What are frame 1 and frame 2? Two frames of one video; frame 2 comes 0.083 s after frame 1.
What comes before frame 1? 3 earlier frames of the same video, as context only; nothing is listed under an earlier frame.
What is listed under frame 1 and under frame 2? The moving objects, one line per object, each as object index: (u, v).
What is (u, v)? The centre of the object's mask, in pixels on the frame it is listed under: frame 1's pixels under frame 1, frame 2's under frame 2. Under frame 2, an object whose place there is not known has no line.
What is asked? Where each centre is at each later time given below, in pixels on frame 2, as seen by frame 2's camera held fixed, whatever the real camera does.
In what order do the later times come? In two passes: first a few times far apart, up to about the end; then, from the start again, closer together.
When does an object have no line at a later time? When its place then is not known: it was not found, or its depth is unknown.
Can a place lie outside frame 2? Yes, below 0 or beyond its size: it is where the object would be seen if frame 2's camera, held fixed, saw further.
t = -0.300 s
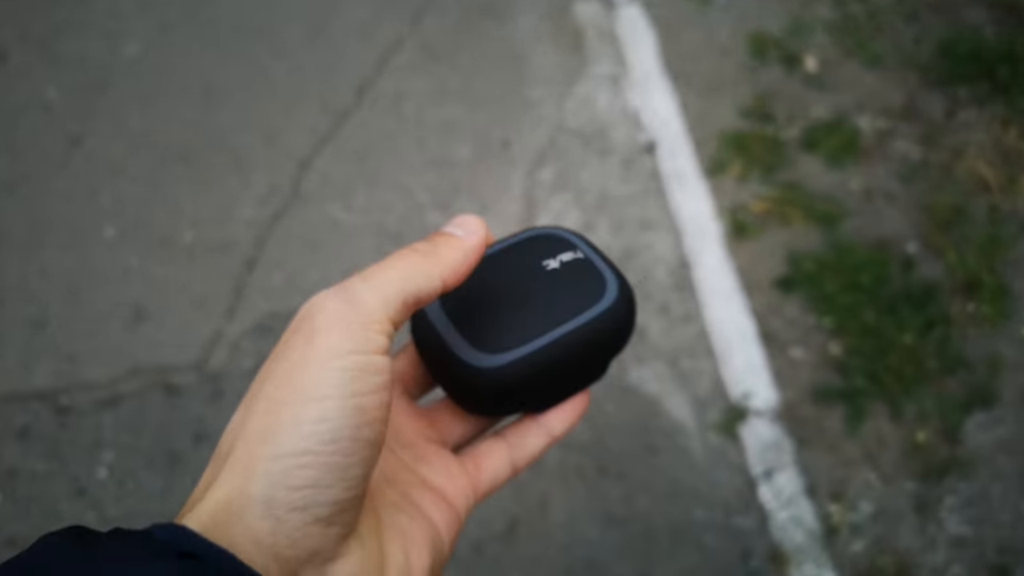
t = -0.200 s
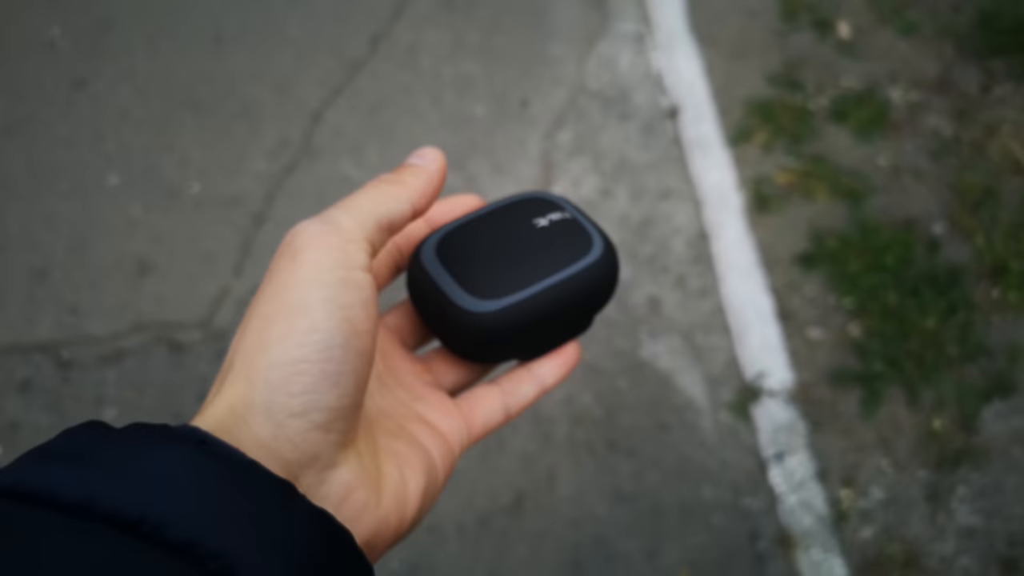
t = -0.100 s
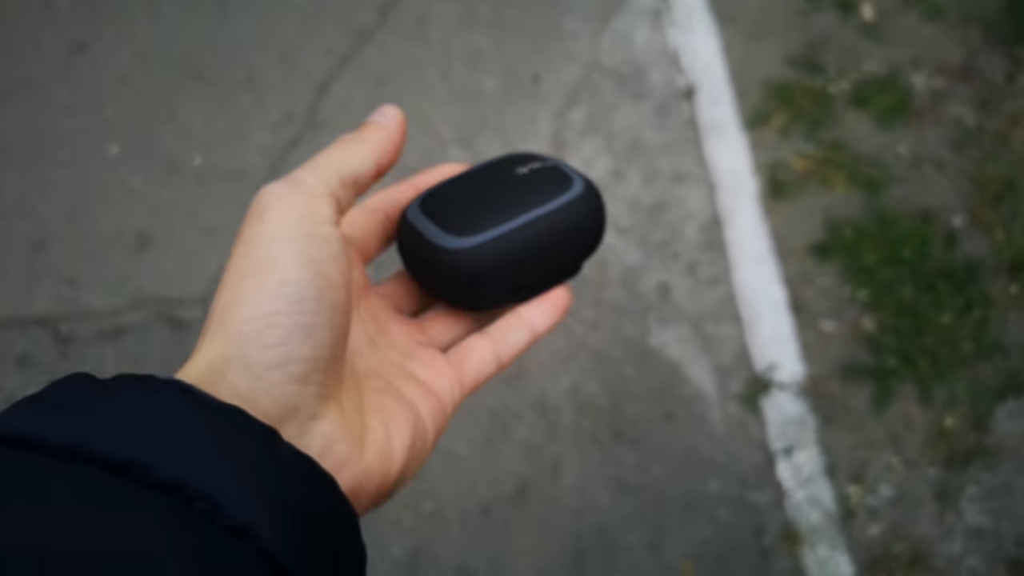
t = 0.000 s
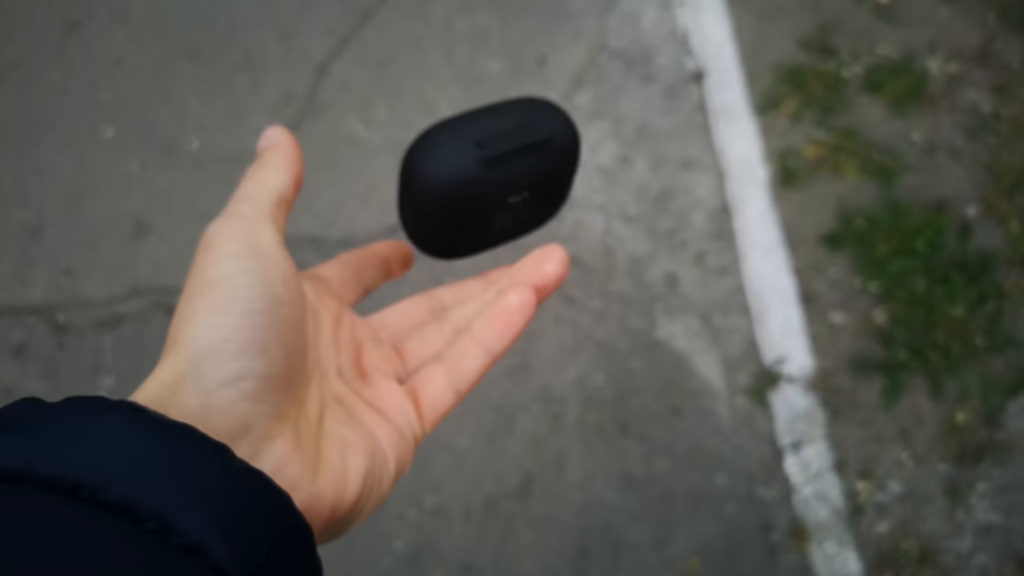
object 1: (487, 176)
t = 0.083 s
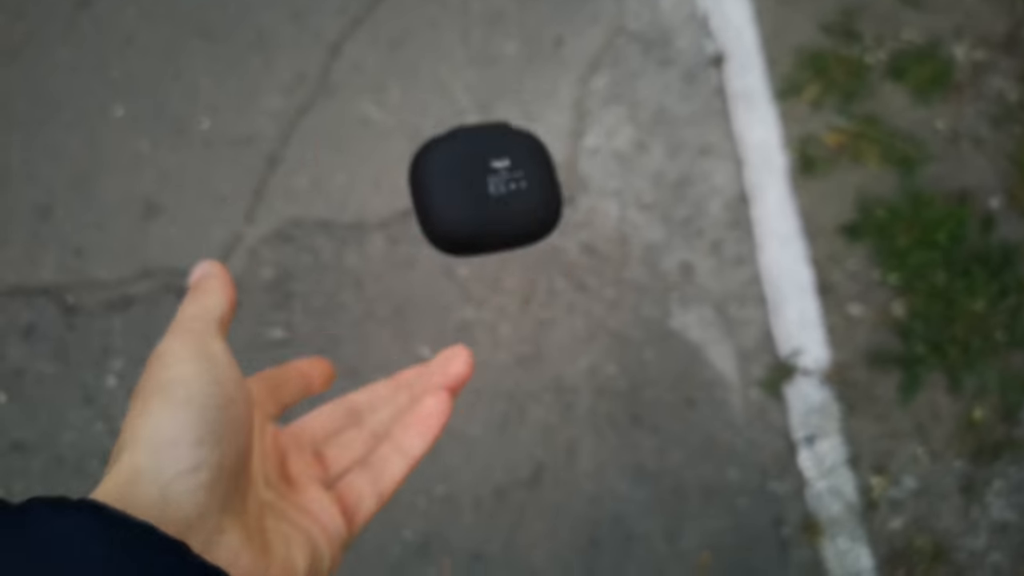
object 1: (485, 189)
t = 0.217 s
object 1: (467, 273)
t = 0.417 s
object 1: (469, 368)
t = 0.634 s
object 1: (524, 384)
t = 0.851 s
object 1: (587, 462)
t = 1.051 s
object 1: (645, 496)
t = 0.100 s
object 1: (482, 200)
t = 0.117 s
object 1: (479, 211)
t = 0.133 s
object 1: (476, 223)
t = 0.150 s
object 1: (473, 234)
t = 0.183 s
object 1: (471, 252)
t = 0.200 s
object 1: (469, 262)
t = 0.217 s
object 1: (467, 273)
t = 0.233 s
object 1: (465, 284)
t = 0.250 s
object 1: (464, 294)
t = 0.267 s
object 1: (462, 305)
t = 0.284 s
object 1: (461, 315)
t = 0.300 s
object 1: (460, 325)
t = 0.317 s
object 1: (460, 334)
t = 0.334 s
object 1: (459, 343)
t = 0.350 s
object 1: (459, 352)
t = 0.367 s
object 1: (459, 360)
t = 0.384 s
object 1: (461, 362)
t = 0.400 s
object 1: (466, 364)
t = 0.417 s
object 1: (469, 368)
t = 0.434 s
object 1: (473, 360)
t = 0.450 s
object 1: (478, 358)
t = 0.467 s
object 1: (481, 354)
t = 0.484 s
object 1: (484, 347)
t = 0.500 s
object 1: (490, 351)
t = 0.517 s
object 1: (496, 358)
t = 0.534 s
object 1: (502, 362)
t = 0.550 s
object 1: (504, 370)
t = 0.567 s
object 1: (507, 378)
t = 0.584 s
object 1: (512, 378)
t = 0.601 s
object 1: (520, 380)
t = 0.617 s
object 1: (523, 383)
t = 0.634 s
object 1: (524, 384)
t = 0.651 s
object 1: (527, 388)
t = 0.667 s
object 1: (534, 399)
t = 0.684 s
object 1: (539, 406)
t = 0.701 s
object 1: (543, 415)
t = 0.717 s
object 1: (545, 424)
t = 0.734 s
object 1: (550, 427)
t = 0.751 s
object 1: (557, 431)
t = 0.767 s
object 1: (564, 434)
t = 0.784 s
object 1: (569, 438)
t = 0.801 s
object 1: (573, 444)
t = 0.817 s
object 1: (578, 450)
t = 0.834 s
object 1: (583, 456)
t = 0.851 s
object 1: (587, 462)
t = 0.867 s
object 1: (591, 470)
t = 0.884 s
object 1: (594, 476)
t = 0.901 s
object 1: (598, 483)
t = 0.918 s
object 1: (603, 486)
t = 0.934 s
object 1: (609, 487)
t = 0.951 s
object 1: (614, 488)
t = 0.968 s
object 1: (619, 491)
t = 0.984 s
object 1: (625, 493)
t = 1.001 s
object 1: (630, 495)
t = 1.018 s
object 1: (635, 495)
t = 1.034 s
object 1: (640, 496)
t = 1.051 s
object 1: (645, 496)
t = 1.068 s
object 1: (649, 496)
